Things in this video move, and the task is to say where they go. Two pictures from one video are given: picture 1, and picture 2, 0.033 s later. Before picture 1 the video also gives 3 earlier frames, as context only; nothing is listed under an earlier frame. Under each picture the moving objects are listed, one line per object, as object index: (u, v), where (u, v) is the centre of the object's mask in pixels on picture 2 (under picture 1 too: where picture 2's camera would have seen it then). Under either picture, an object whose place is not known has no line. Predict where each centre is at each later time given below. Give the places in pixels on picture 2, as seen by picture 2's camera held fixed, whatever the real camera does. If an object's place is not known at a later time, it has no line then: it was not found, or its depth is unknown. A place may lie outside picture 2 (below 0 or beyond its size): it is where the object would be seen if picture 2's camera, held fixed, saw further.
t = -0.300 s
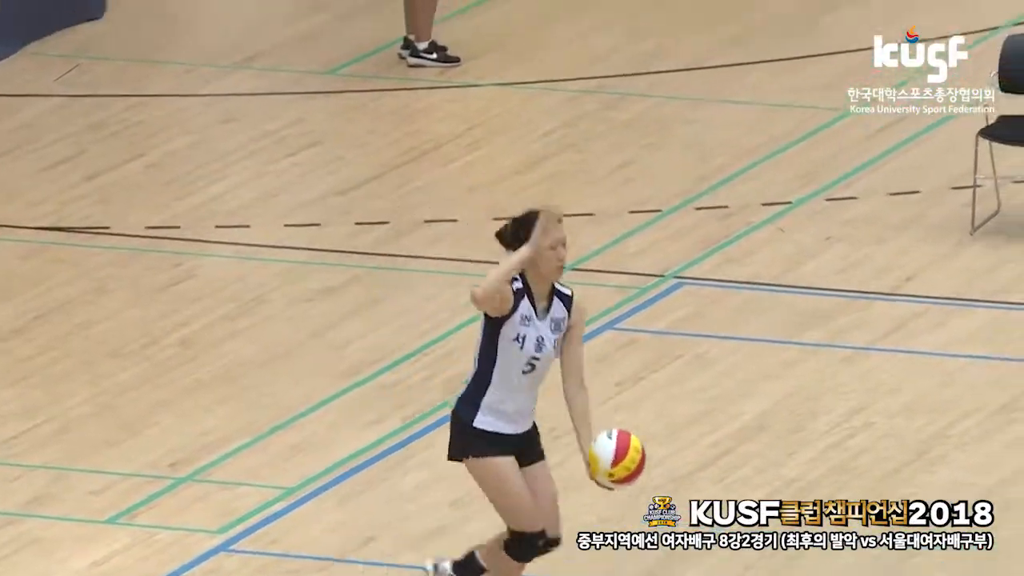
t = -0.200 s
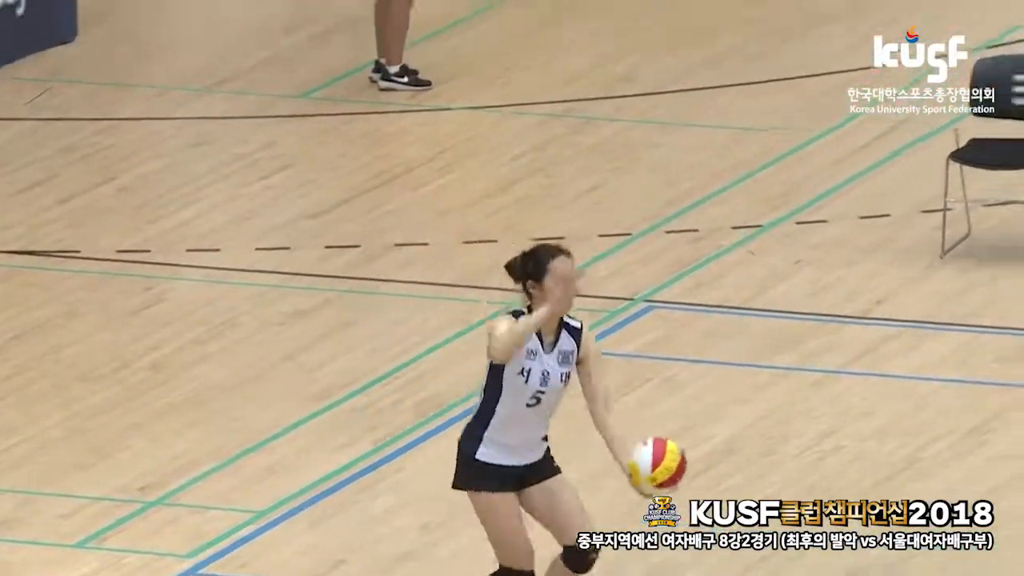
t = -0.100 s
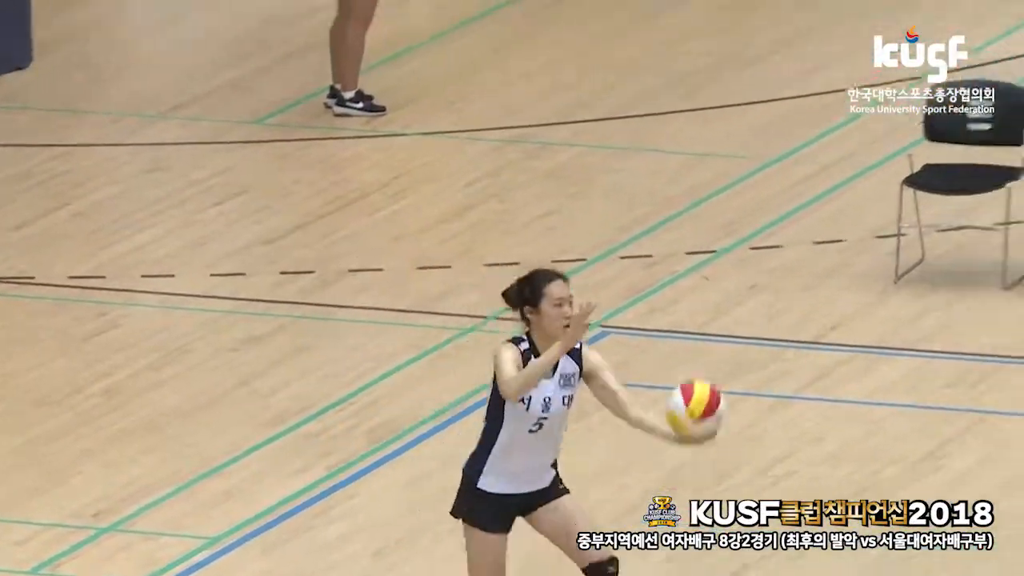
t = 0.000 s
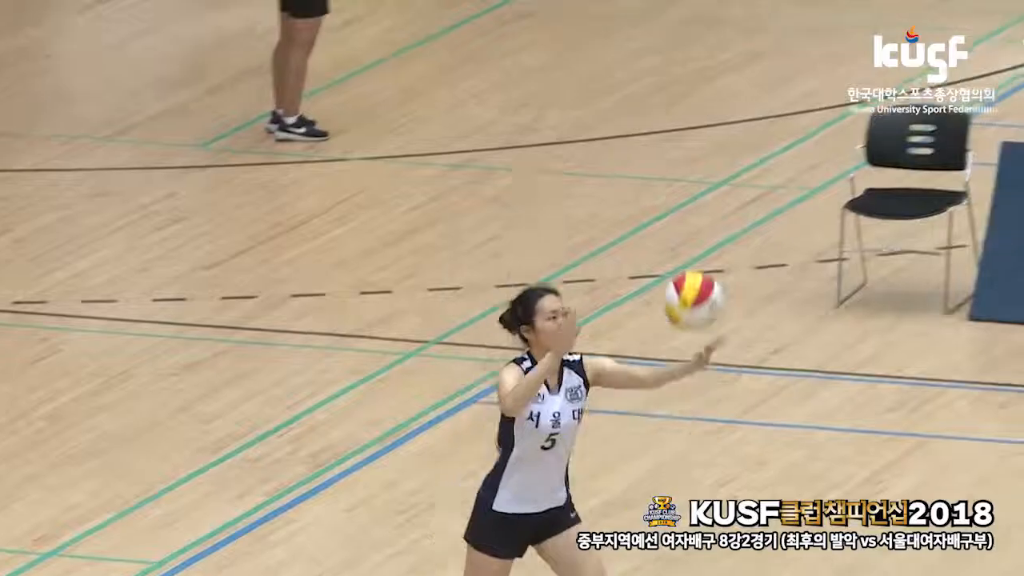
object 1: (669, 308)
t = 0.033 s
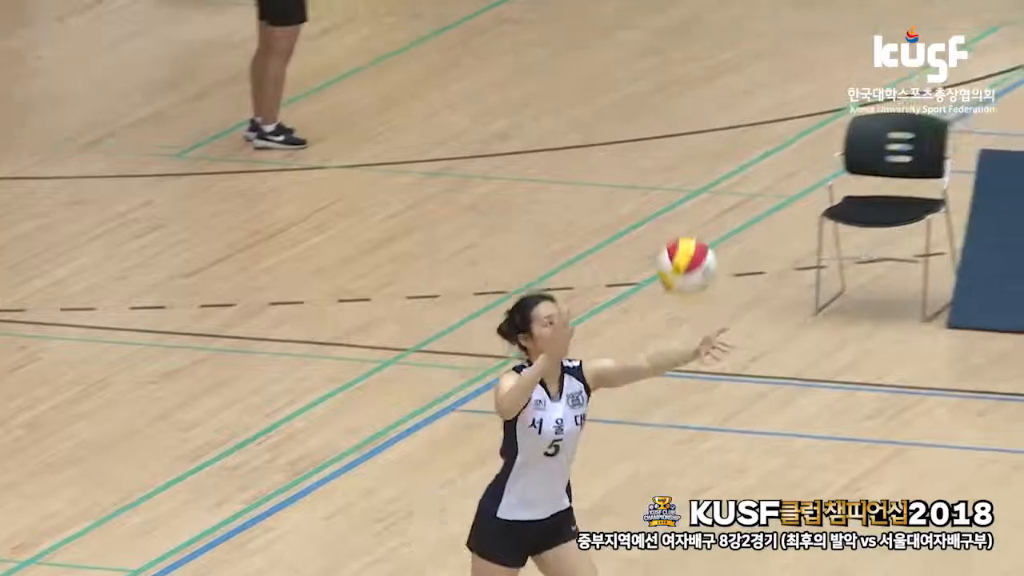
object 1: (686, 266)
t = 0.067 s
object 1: (703, 227)
